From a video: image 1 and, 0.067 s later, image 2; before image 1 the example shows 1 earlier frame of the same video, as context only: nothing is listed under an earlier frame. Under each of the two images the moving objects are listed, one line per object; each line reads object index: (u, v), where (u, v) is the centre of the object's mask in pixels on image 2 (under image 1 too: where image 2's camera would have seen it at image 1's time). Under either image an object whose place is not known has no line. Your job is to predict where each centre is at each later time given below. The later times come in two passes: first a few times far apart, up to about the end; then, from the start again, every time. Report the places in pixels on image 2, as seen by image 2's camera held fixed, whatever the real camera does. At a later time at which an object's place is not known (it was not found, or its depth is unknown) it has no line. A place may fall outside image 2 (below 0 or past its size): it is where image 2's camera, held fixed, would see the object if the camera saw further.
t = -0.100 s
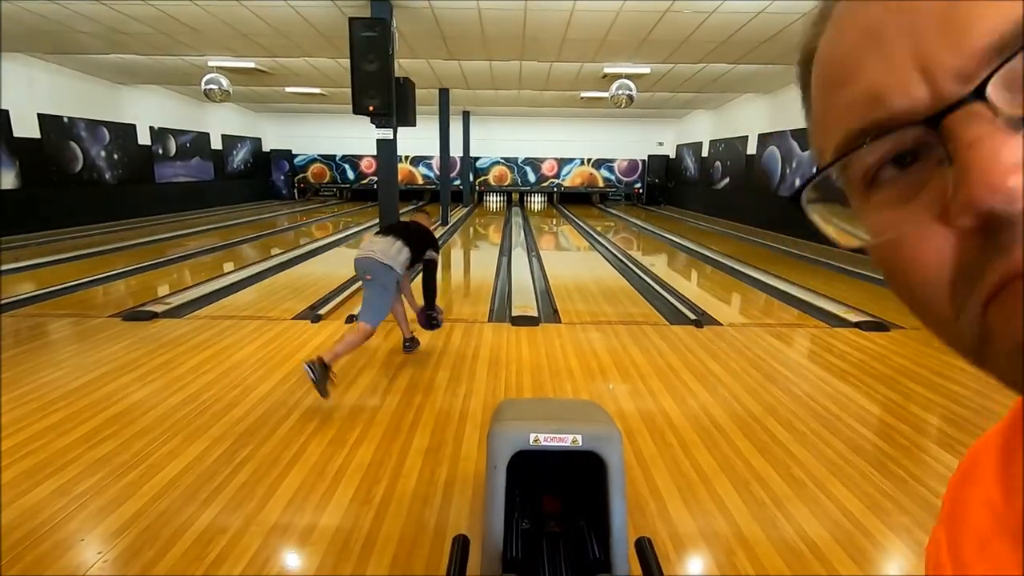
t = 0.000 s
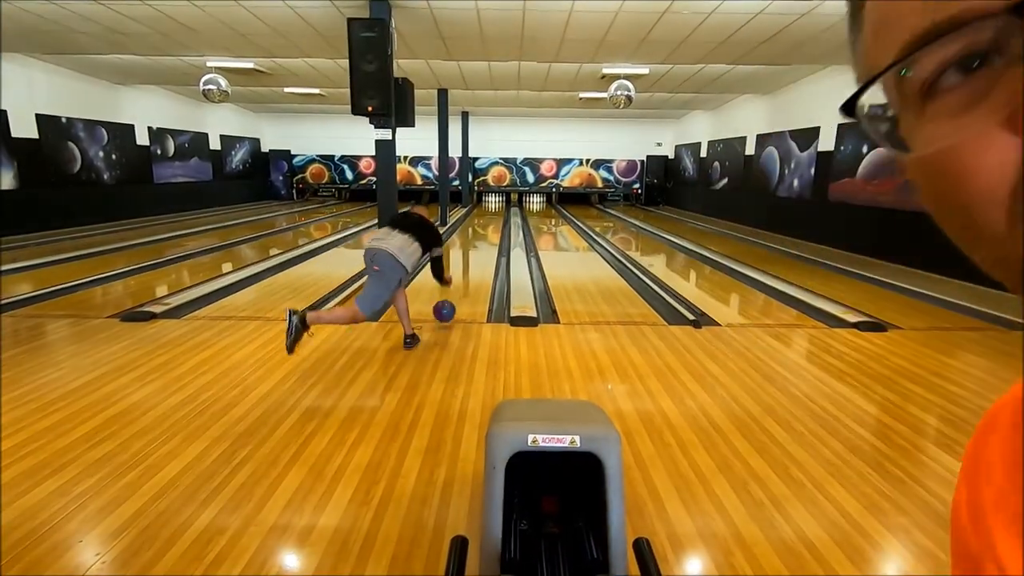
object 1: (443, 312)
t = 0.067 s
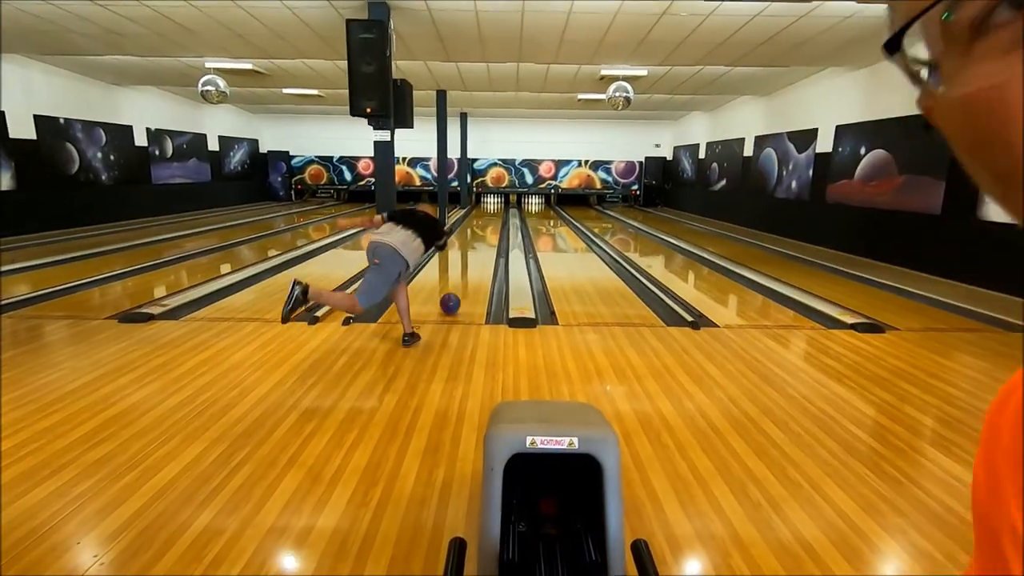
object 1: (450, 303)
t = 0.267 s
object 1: (466, 276)
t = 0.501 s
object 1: (477, 256)
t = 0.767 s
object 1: (486, 239)
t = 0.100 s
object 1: (453, 297)
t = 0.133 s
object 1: (456, 293)
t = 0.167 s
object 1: (459, 288)
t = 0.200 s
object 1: (461, 284)
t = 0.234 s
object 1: (464, 280)
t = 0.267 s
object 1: (466, 276)
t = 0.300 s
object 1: (468, 272)
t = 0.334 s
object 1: (470, 269)
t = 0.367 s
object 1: (471, 266)
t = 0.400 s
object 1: (473, 263)
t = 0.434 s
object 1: (475, 260)
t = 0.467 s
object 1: (476, 257)
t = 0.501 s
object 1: (477, 256)
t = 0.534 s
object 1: (478, 254)
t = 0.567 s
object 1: (480, 250)
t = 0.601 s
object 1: (481, 248)
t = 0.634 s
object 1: (482, 246)
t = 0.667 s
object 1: (483, 245)
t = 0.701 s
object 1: (484, 243)
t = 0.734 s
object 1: (485, 241)
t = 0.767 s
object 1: (486, 239)
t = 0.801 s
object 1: (486, 238)
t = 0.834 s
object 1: (487, 236)
